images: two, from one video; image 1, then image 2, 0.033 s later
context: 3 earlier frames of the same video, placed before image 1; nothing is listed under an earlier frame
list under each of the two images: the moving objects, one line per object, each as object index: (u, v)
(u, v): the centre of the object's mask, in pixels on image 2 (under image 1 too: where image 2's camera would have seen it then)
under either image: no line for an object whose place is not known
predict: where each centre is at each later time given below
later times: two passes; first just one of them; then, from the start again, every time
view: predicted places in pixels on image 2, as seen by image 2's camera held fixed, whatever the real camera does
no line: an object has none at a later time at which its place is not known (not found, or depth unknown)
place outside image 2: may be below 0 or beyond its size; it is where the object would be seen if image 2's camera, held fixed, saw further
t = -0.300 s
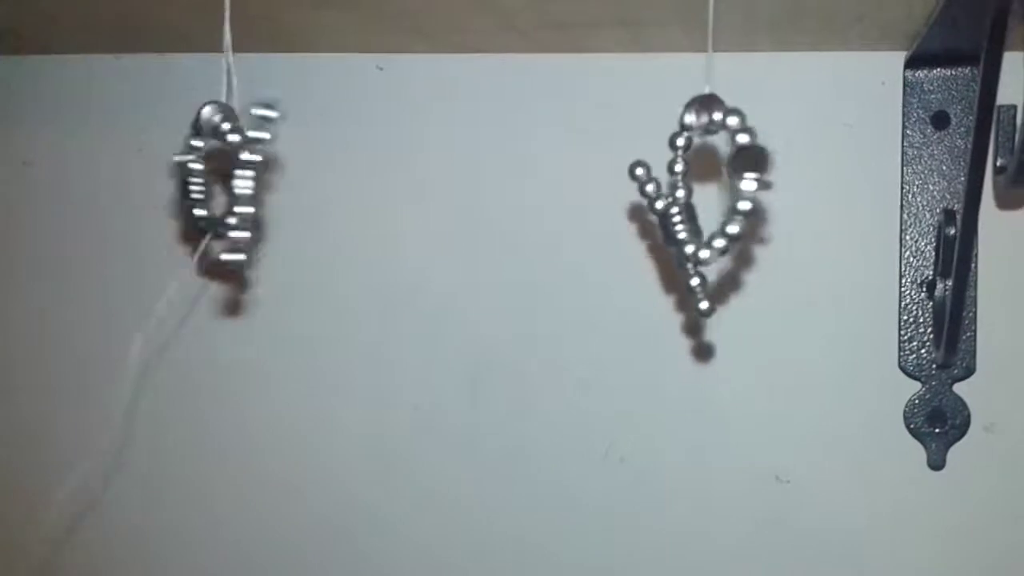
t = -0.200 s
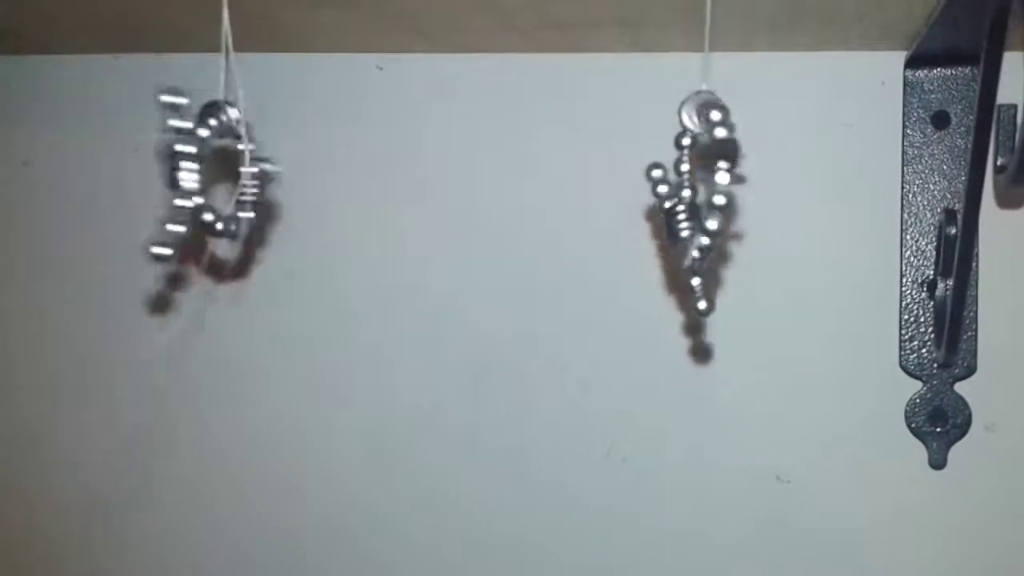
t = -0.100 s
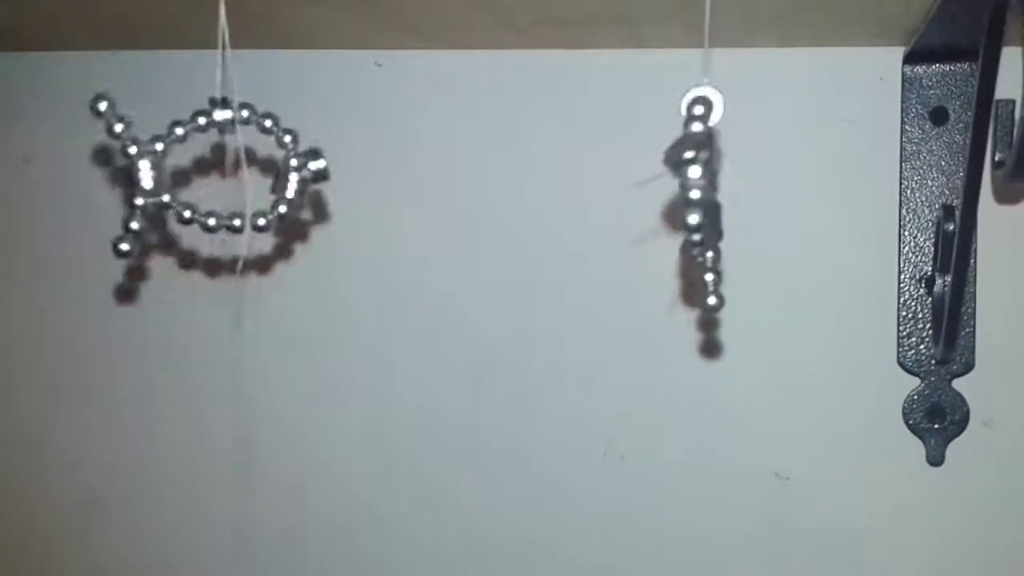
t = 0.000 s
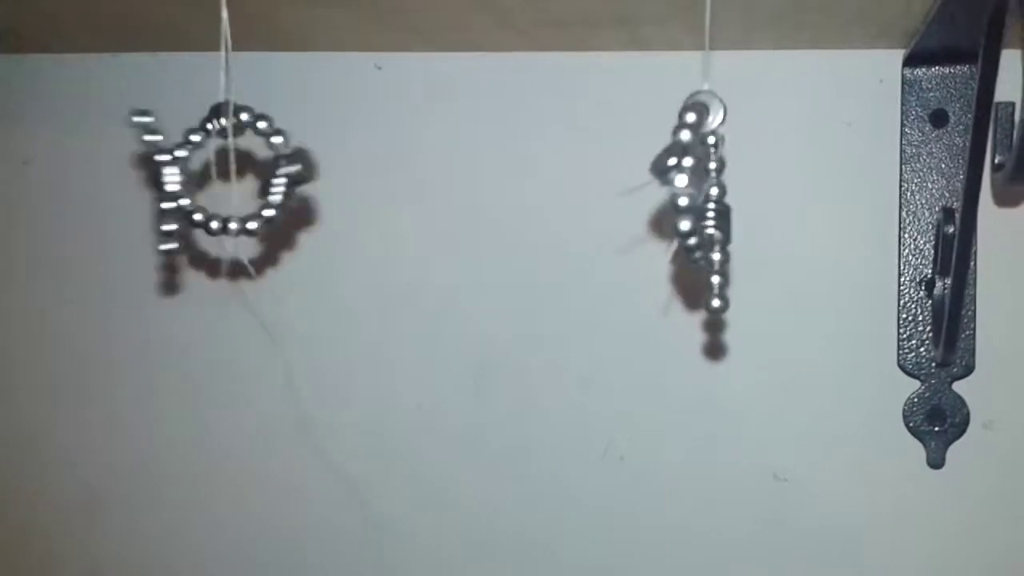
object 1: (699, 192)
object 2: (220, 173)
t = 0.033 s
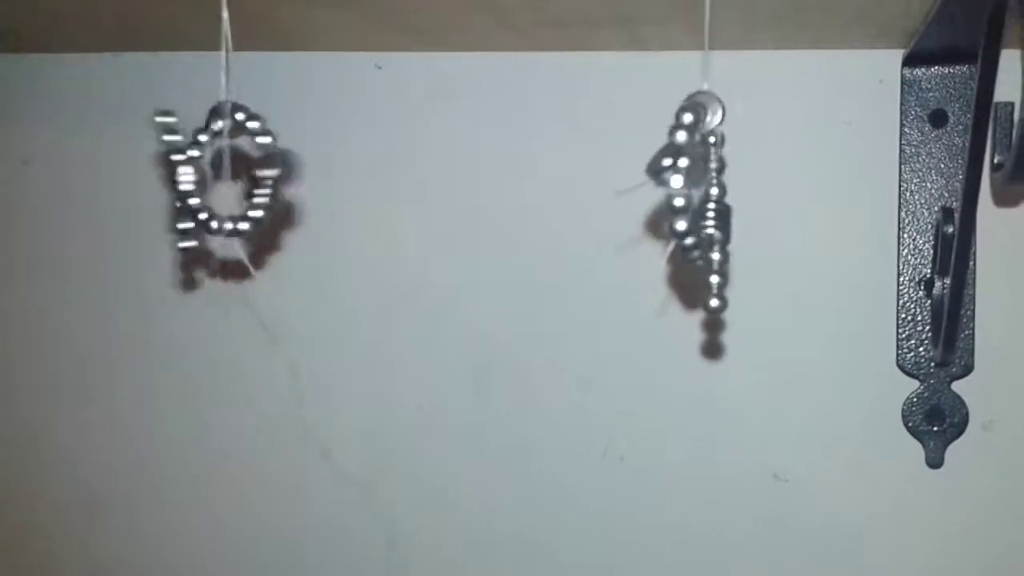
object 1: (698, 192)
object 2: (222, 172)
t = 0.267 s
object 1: (689, 192)
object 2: (209, 171)
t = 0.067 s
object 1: (696, 192)
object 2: (222, 171)
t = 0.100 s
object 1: (694, 191)
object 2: (225, 172)
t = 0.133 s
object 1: (692, 192)
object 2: (221, 175)
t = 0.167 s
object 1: (690, 192)
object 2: (221, 173)
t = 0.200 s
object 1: (689, 194)
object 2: (216, 173)
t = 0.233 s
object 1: (689, 193)
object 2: (213, 173)
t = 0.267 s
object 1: (689, 192)
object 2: (209, 171)
